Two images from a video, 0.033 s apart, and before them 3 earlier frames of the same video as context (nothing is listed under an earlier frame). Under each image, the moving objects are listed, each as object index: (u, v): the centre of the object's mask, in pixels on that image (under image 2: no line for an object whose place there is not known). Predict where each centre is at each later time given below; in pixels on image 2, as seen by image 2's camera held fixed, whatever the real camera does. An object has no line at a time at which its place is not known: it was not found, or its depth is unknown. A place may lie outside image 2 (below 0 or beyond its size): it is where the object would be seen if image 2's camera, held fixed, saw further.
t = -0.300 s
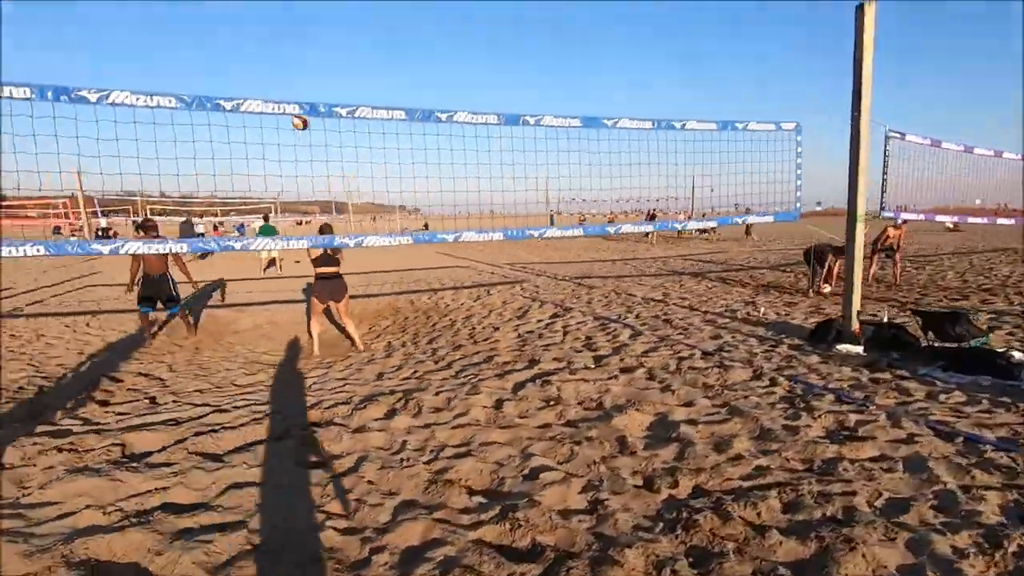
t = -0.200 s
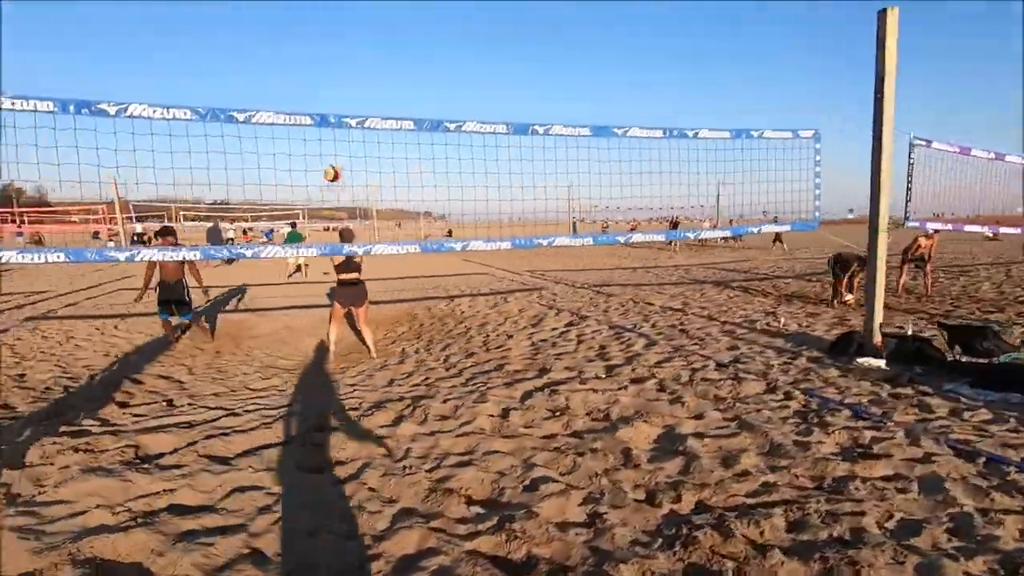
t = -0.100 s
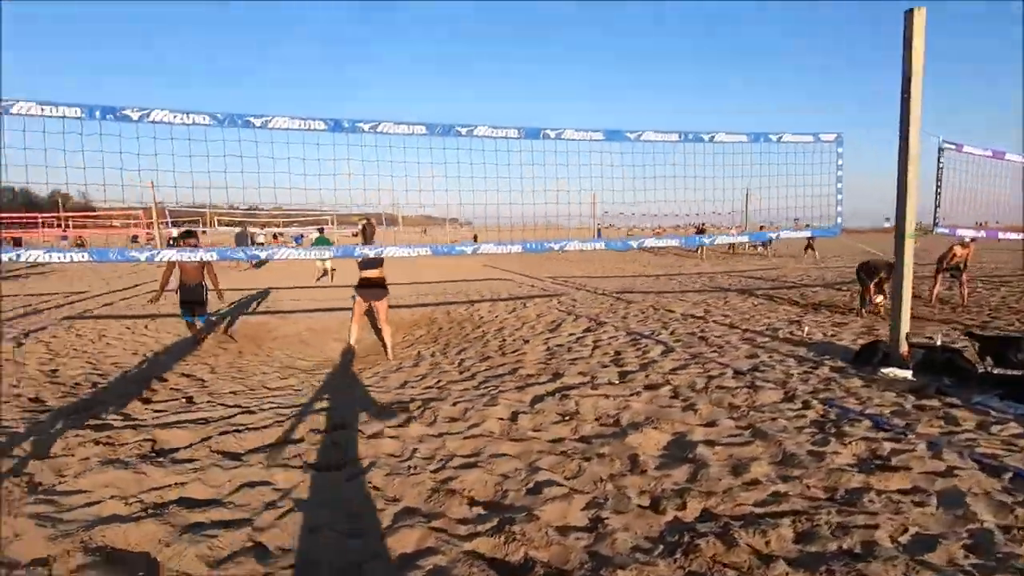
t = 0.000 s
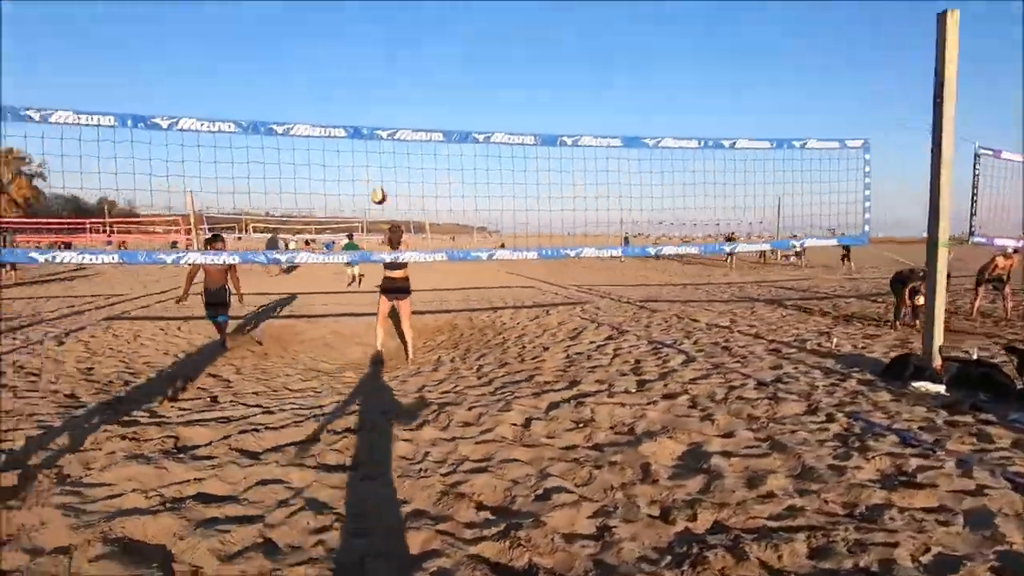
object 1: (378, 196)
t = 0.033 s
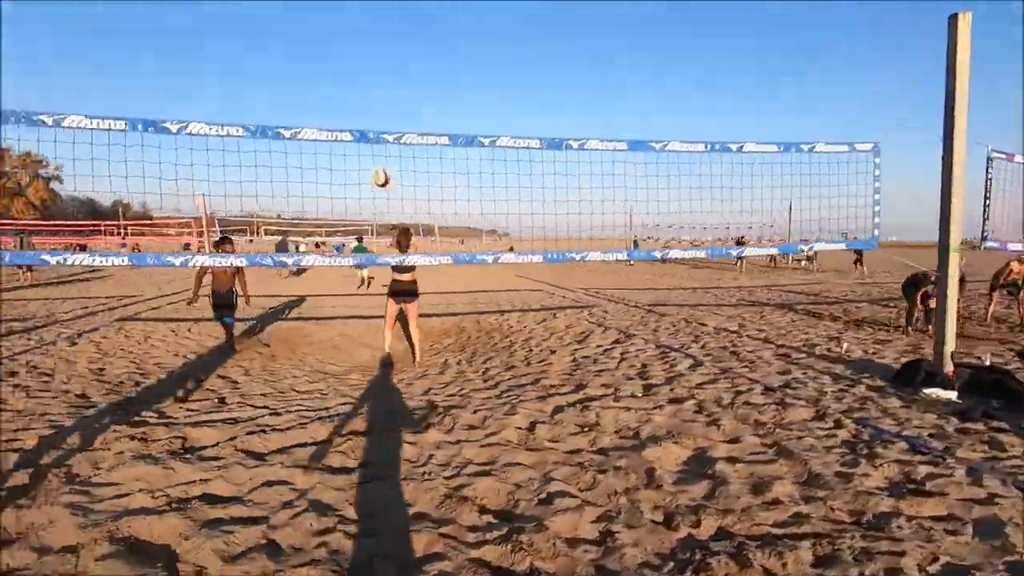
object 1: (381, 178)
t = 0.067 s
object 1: (375, 158)
